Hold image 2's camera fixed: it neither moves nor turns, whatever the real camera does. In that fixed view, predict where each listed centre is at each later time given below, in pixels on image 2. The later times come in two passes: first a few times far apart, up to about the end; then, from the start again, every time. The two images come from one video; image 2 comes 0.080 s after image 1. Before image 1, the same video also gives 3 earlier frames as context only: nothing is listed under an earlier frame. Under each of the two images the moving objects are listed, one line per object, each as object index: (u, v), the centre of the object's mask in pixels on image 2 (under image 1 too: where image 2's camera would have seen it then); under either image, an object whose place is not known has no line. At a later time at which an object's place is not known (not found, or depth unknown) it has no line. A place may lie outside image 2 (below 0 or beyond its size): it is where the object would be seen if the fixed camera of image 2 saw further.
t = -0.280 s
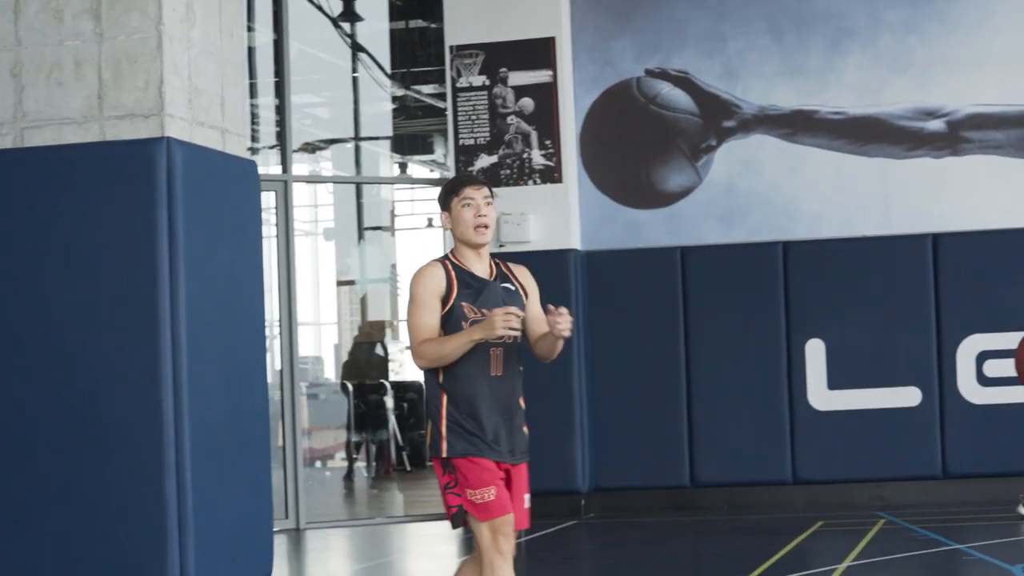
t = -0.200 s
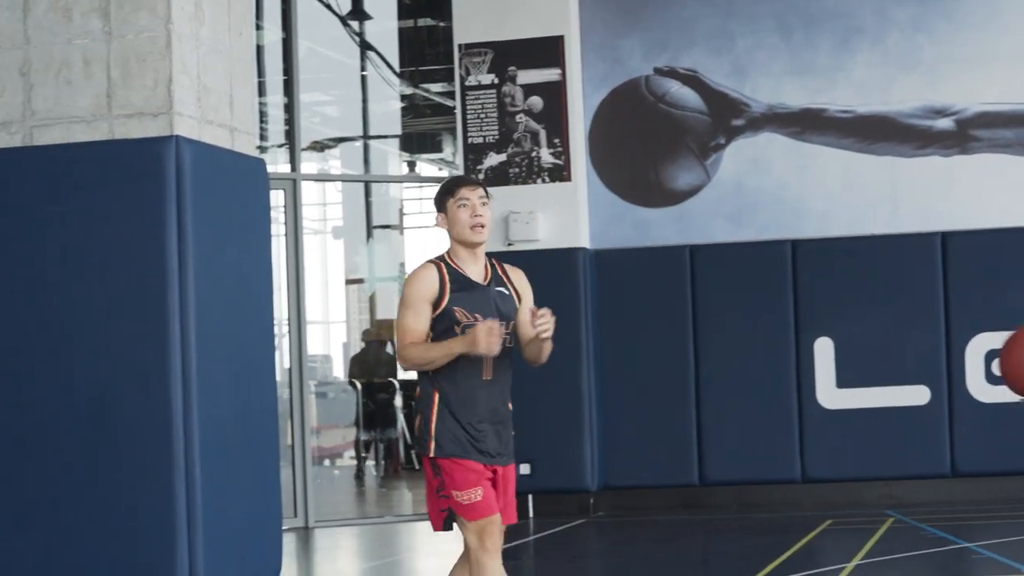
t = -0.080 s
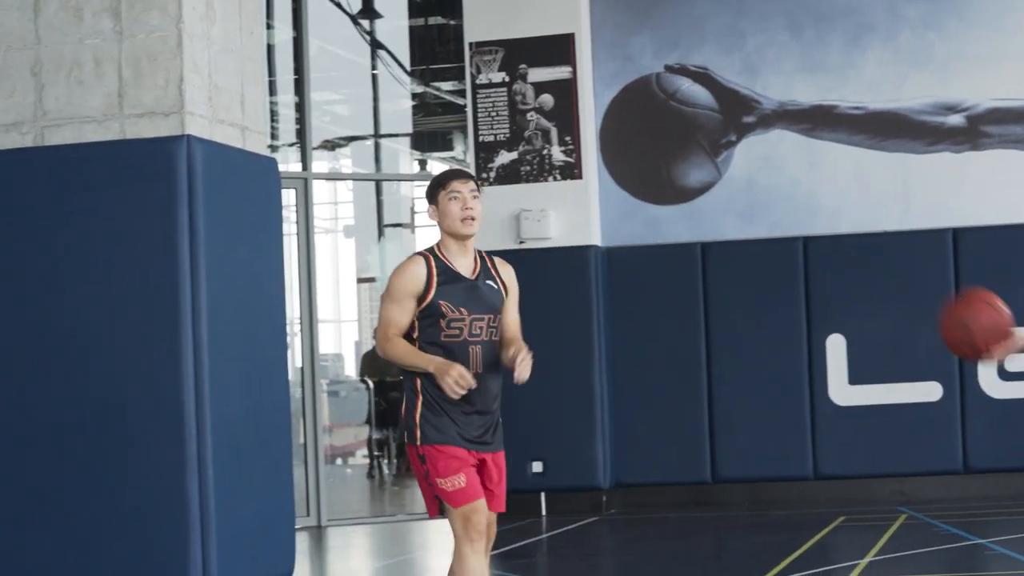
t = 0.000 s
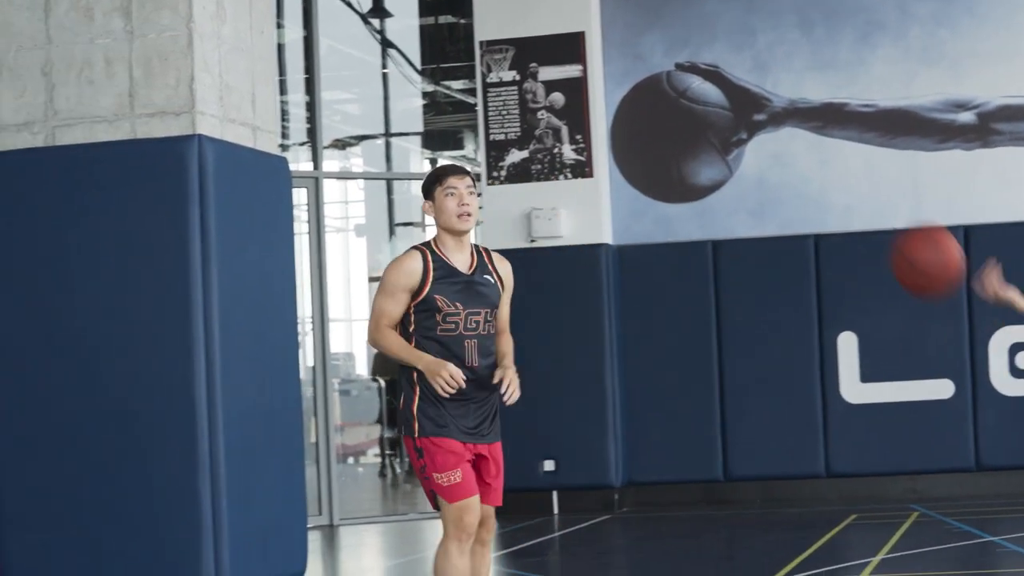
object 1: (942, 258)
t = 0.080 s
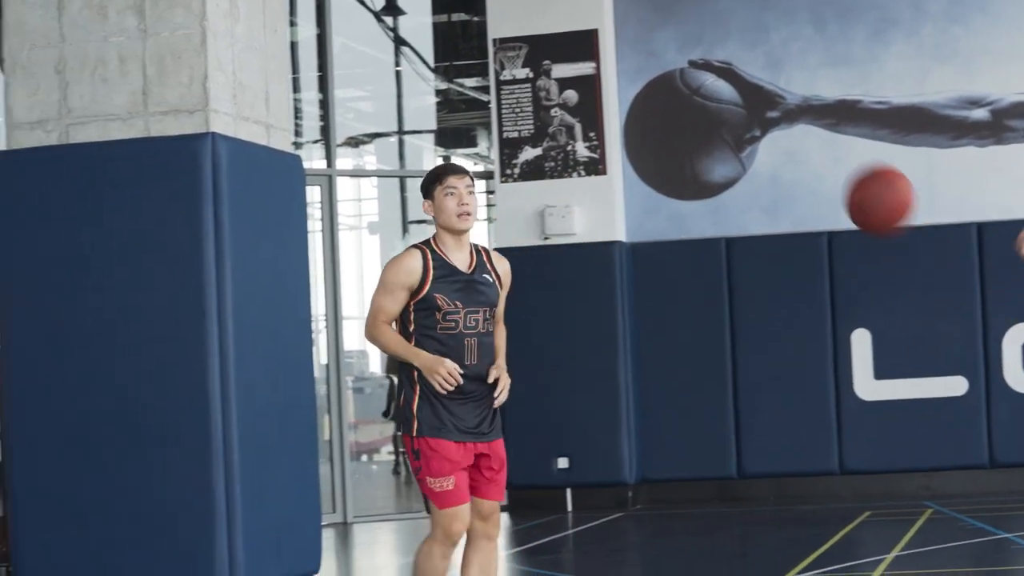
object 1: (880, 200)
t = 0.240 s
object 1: (762, 142)
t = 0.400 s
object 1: (658, 156)
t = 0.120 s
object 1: (849, 177)
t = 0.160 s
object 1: (820, 161)
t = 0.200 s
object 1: (790, 149)
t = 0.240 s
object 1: (762, 142)
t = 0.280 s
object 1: (735, 140)
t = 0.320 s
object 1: (709, 142)
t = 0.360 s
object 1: (683, 147)
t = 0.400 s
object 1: (658, 156)
